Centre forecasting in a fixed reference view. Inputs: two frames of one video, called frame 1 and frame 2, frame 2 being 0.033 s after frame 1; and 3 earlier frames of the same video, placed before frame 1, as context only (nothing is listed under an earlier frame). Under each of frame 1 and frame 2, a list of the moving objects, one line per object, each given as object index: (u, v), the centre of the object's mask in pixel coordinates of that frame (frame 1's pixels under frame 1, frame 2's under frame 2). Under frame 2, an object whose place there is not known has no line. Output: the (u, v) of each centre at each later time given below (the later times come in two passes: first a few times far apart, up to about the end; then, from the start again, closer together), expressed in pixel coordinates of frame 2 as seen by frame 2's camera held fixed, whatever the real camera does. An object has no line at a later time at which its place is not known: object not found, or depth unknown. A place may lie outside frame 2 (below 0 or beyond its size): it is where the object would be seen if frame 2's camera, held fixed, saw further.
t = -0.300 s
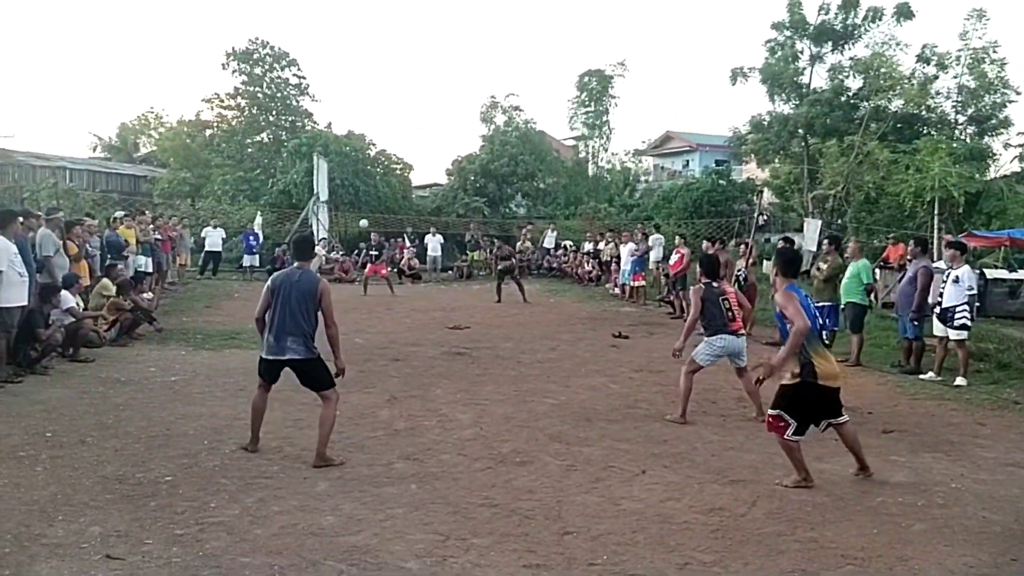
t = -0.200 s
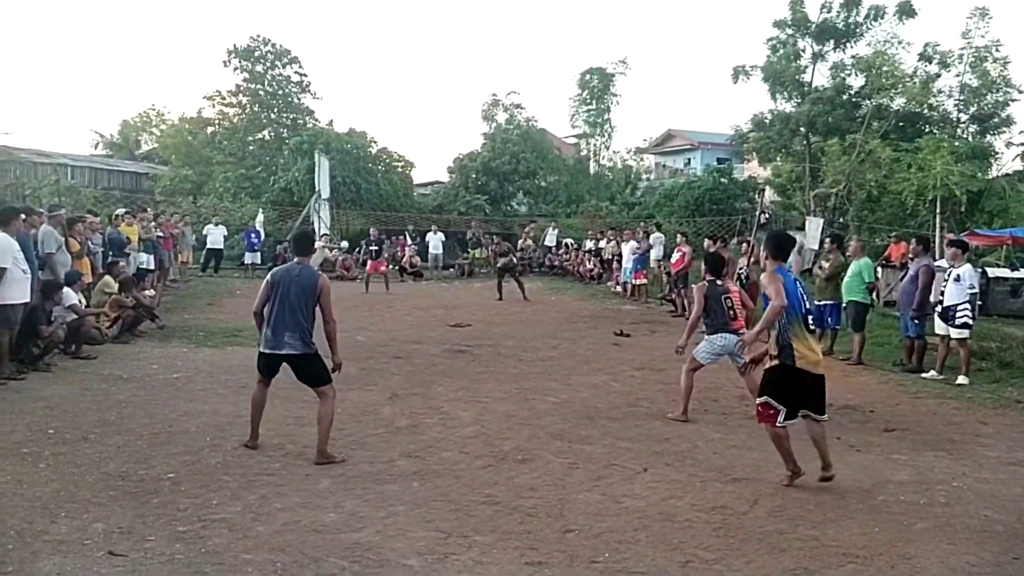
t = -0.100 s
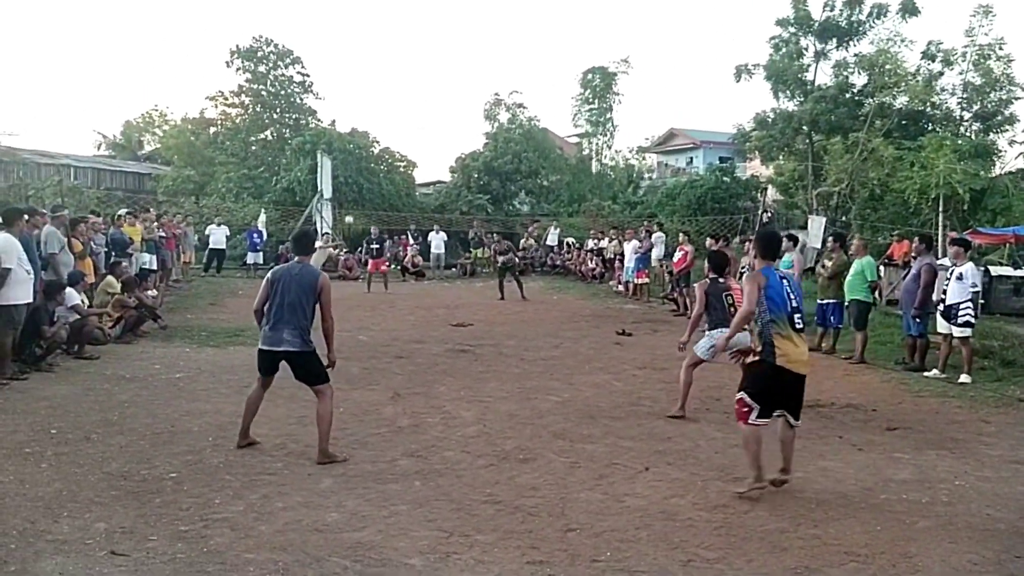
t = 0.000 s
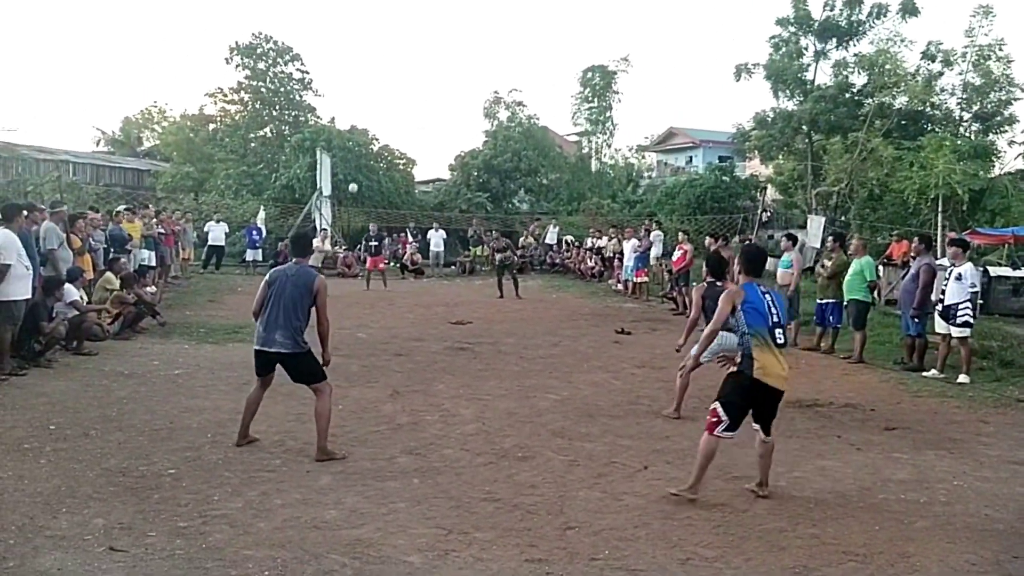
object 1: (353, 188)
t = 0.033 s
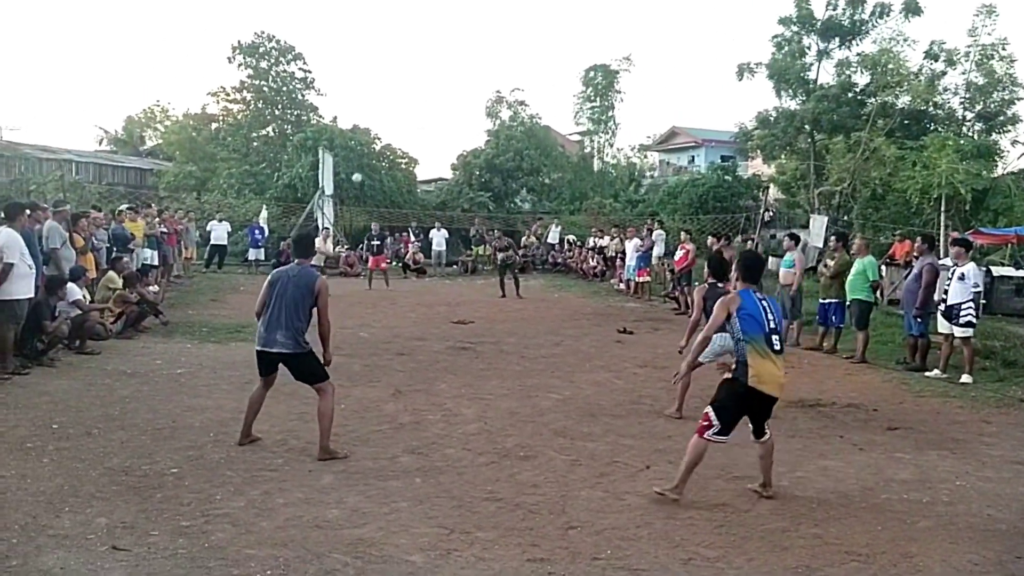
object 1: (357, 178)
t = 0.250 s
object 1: (369, 124)
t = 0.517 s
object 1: (390, 83)
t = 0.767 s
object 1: (422, 85)
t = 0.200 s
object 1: (366, 135)
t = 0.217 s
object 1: (367, 131)
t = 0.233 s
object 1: (368, 128)
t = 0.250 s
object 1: (369, 124)
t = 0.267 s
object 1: (370, 121)
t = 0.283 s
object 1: (371, 117)
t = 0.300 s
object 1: (372, 114)
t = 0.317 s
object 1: (374, 111)
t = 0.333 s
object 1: (375, 108)
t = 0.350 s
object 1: (376, 105)
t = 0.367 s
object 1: (377, 102)
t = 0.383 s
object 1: (379, 99)
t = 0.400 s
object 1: (380, 97)
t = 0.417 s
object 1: (382, 94)
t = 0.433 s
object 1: (383, 92)
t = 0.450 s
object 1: (384, 90)
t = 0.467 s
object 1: (386, 88)
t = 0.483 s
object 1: (387, 86)
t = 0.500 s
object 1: (389, 84)
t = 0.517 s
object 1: (390, 83)
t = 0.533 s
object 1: (392, 81)
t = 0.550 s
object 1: (394, 80)
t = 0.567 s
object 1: (396, 79)
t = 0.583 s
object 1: (397, 78)
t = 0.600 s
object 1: (400, 78)
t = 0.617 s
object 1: (402, 77)
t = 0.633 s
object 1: (404, 77)
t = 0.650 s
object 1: (406, 77)
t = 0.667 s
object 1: (407, 78)
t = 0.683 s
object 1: (409, 78)
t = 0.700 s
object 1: (412, 79)
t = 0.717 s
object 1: (414, 80)
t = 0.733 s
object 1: (416, 81)
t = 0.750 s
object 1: (419, 83)
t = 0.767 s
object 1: (422, 85)
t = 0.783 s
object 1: (424, 88)
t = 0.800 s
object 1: (427, 90)
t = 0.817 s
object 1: (430, 93)
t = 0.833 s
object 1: (433, 97)
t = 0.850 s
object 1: (436, 101)
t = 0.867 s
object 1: (439, 106)
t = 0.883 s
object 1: (442, 110)
